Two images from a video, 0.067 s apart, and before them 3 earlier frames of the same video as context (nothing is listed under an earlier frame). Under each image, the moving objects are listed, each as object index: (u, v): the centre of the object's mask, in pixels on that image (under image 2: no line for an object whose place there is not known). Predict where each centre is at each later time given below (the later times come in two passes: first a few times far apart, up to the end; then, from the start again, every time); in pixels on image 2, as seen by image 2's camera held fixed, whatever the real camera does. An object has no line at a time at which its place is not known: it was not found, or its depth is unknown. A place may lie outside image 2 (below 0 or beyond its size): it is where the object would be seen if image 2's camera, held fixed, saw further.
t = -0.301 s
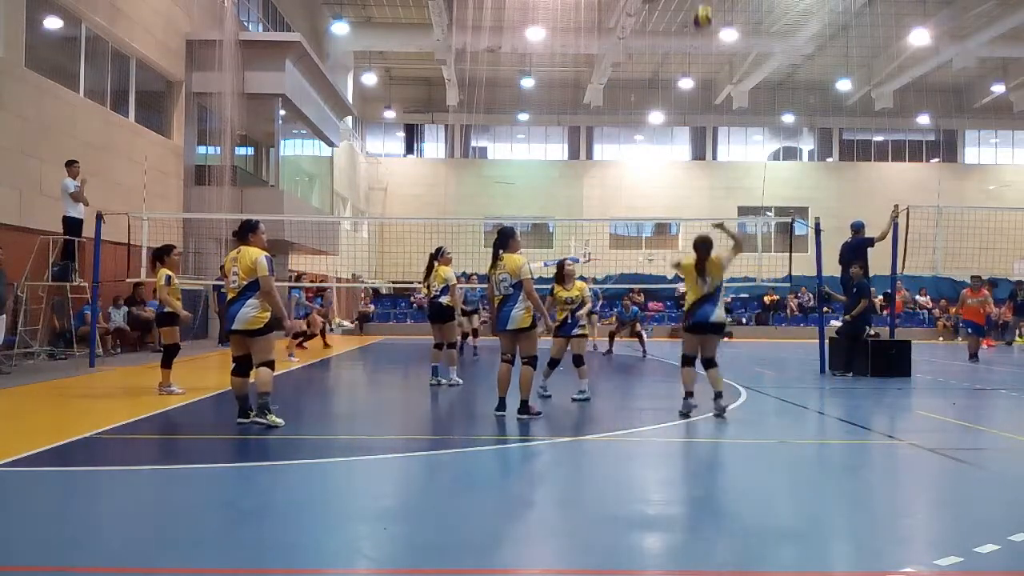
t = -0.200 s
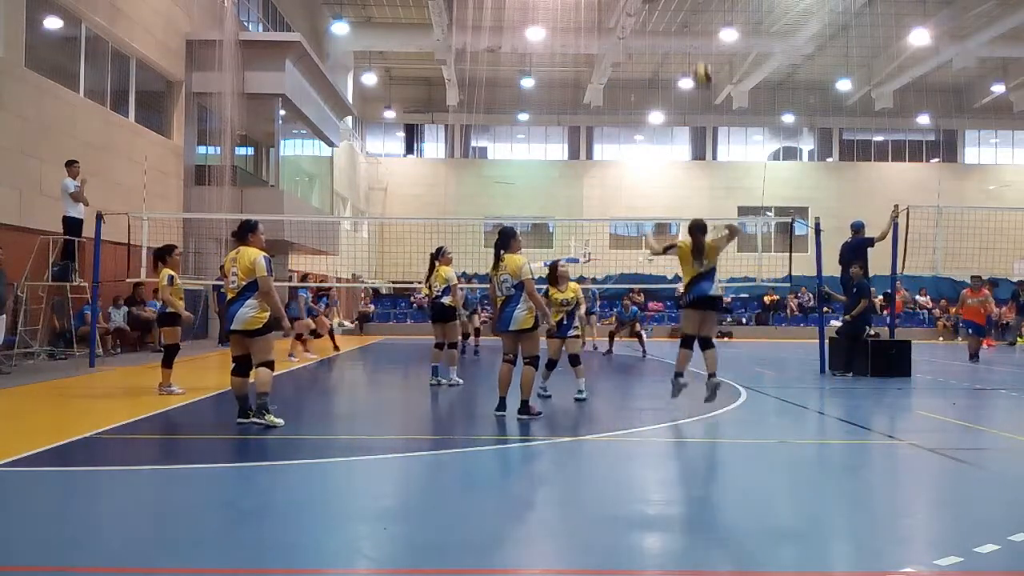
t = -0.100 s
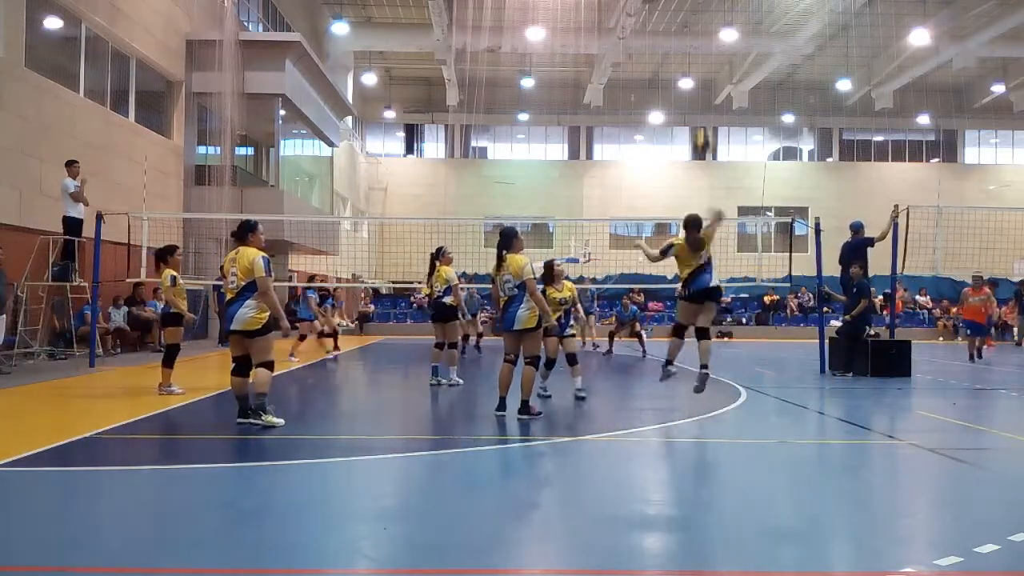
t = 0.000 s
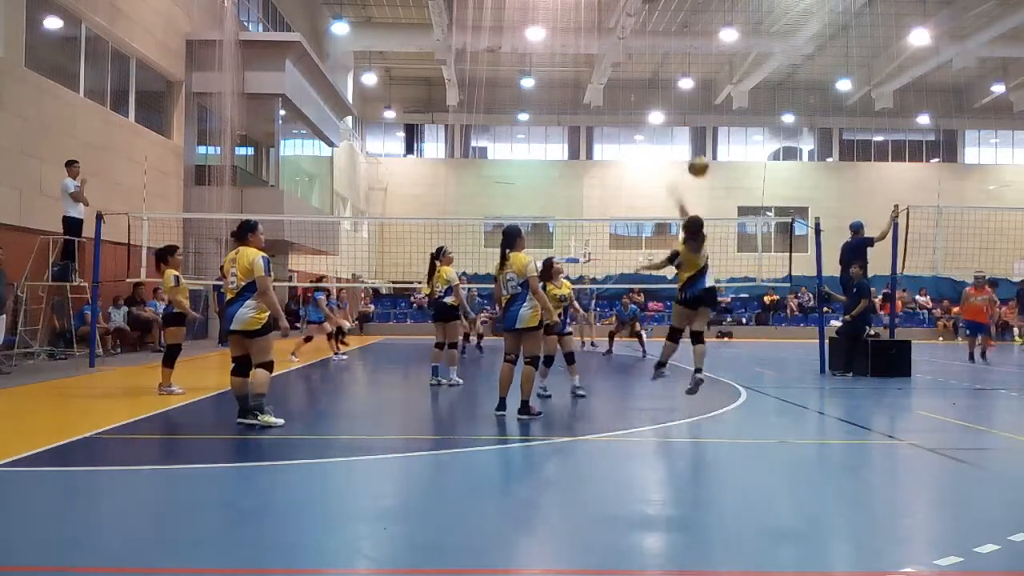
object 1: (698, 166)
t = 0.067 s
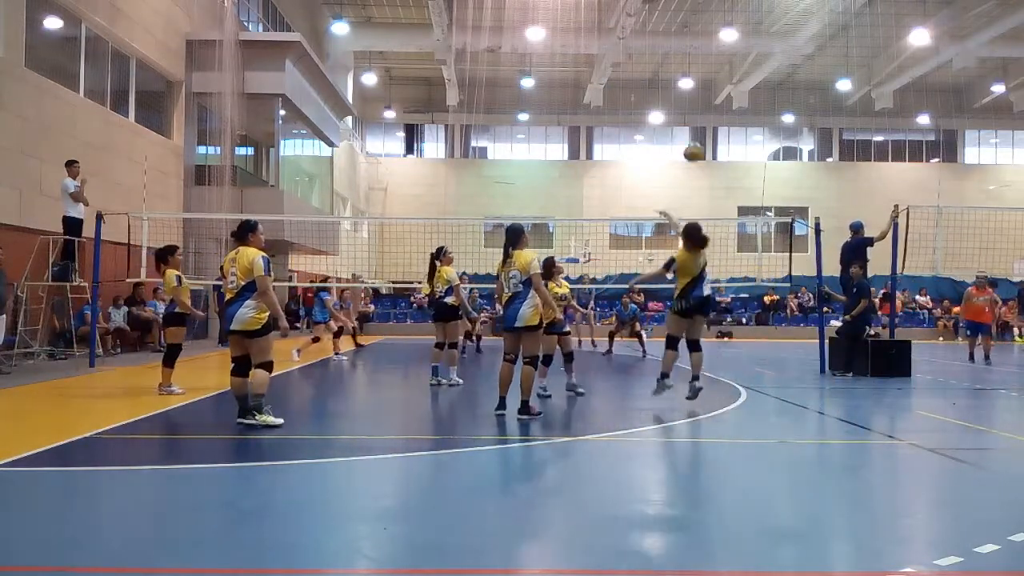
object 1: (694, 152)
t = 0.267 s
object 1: (679, 138)
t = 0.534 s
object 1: (668, 162)
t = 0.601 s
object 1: (666, 173)
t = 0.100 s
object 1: (690, 148)
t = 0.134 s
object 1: (688, 144)
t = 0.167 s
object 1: (686, 141)
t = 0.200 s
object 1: (683, 139)
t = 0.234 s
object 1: (681, 138)
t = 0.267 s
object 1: (679, 138)
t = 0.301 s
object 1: (678, 138)
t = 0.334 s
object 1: (677, 139)
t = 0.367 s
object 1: (675, 141)
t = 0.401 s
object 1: (673, 144)
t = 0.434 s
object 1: (672, 148)
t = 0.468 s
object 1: (671, 151)
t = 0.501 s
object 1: (670, 157)
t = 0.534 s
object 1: (668, 162)
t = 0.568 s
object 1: (667, 167)
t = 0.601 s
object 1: (666, 173)
